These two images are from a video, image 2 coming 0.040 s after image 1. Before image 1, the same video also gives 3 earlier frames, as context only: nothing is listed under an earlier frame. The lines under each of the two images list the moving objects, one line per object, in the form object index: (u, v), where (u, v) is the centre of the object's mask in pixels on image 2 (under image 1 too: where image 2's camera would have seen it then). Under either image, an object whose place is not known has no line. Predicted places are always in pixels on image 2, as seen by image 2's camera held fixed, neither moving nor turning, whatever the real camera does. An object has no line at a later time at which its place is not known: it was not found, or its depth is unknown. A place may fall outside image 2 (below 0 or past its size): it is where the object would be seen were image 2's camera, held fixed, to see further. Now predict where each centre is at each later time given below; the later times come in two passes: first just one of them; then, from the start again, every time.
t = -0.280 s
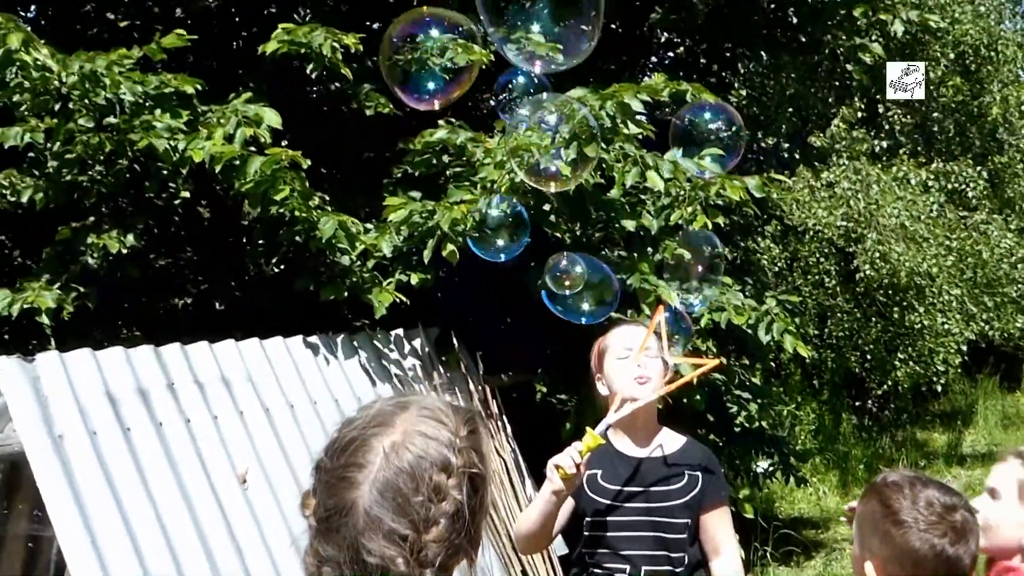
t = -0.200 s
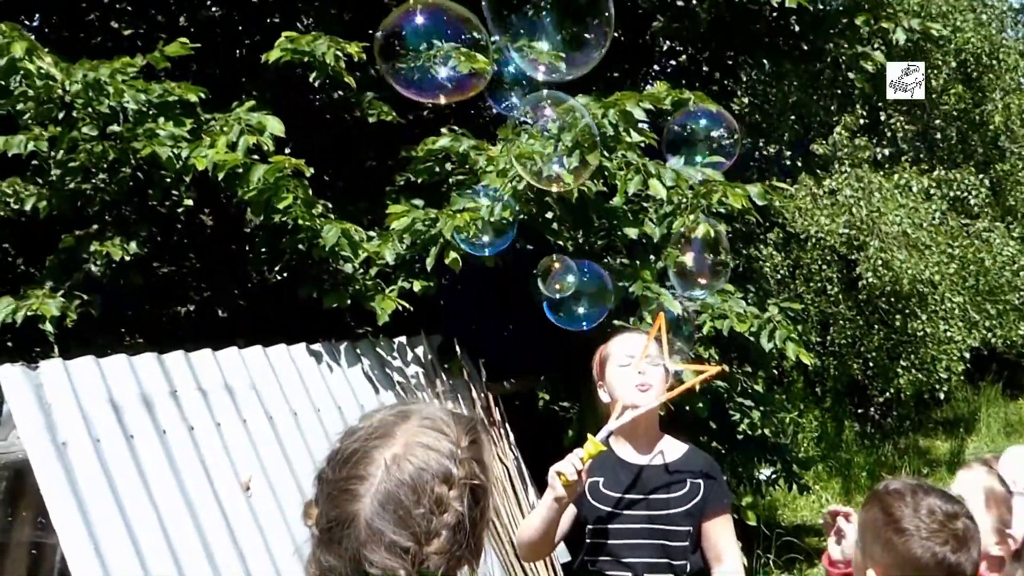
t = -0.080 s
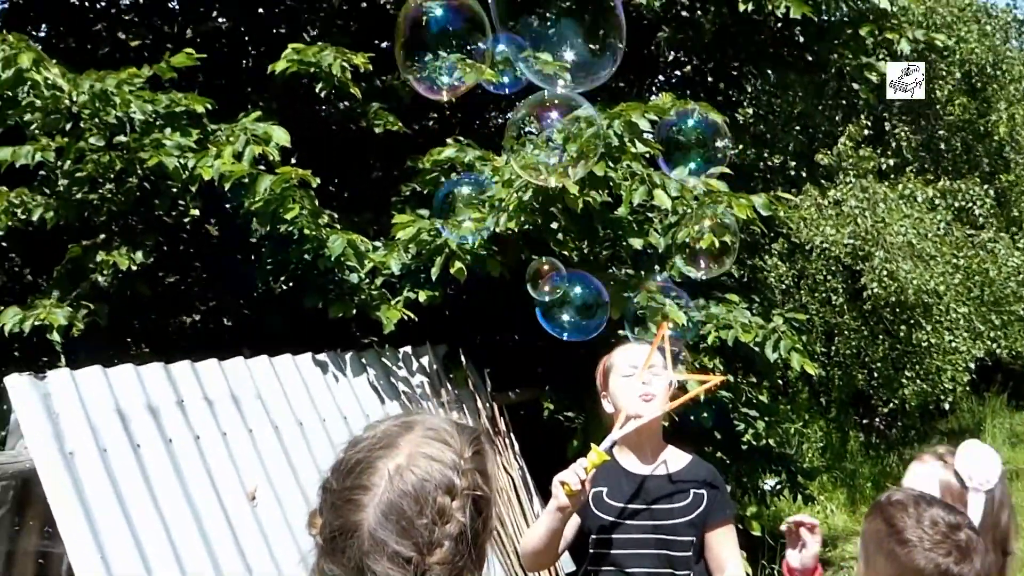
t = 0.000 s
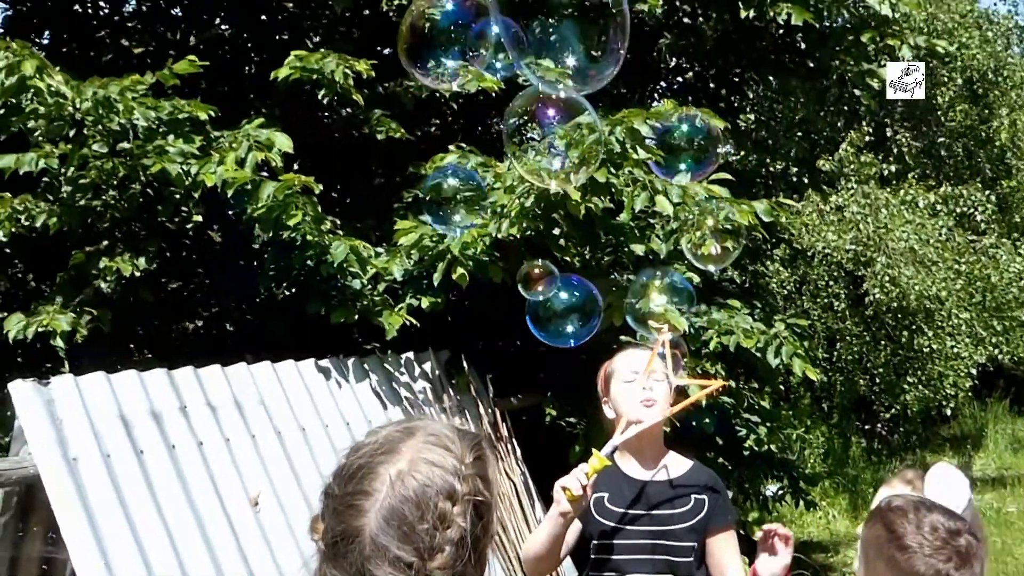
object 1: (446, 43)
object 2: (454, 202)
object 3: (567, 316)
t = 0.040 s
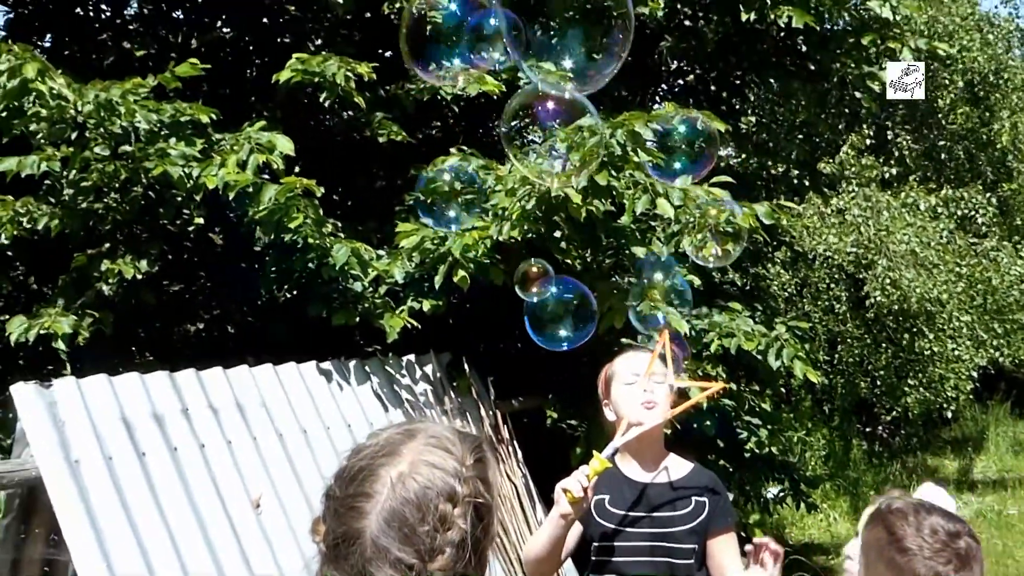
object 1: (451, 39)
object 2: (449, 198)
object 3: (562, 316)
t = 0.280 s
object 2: (413, 166)
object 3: (515, 316)
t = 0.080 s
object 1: (452, 35)
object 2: (441, 191)
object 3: (556, 316)
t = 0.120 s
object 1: (461, 31)
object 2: (433, 186)
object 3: (548, 315)
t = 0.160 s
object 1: (463, 28)
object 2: (424, 181)
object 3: (541, 315)
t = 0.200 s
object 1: (469, 27)
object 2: (421, 174)
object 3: (533, 316)
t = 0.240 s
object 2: (417, 170)
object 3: (524, 316)
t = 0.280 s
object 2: (413, 166)
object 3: (515, 316)
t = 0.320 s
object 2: (410, 164)
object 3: (506, 316)
